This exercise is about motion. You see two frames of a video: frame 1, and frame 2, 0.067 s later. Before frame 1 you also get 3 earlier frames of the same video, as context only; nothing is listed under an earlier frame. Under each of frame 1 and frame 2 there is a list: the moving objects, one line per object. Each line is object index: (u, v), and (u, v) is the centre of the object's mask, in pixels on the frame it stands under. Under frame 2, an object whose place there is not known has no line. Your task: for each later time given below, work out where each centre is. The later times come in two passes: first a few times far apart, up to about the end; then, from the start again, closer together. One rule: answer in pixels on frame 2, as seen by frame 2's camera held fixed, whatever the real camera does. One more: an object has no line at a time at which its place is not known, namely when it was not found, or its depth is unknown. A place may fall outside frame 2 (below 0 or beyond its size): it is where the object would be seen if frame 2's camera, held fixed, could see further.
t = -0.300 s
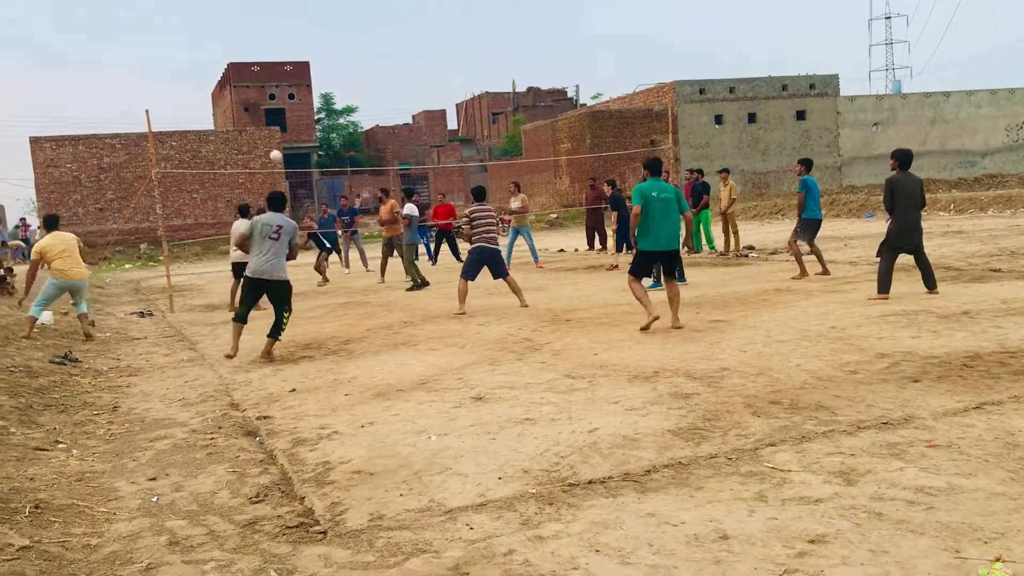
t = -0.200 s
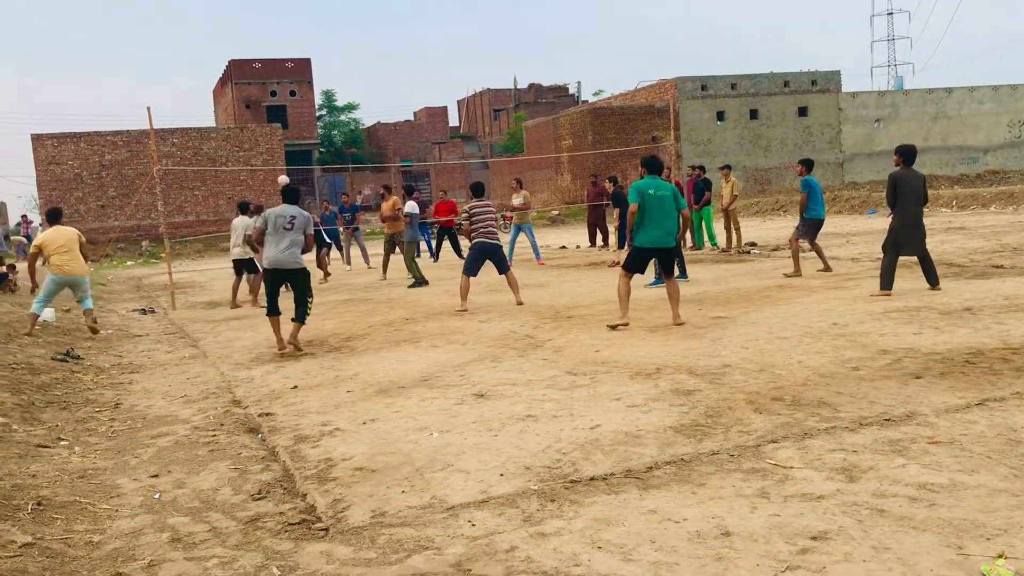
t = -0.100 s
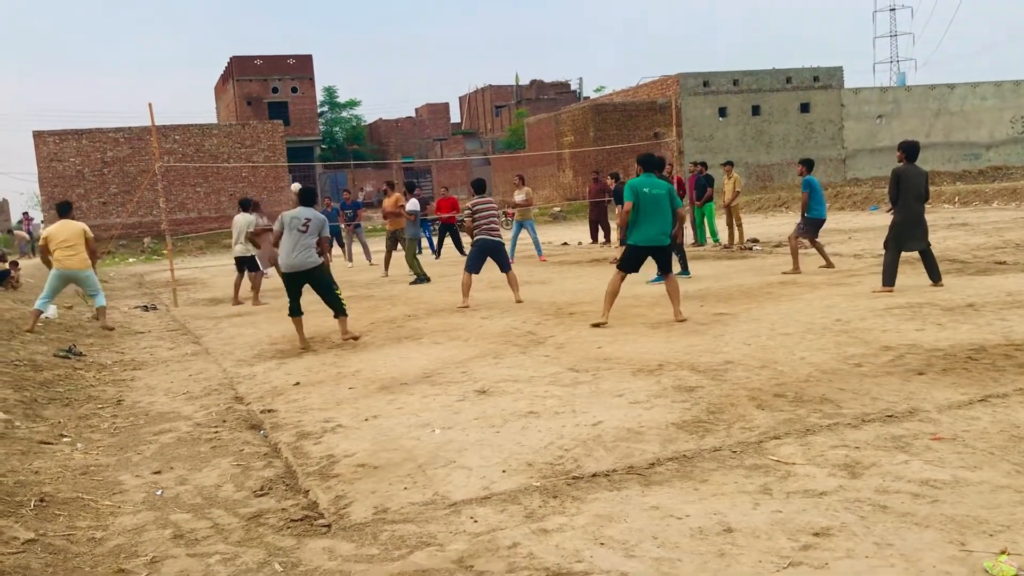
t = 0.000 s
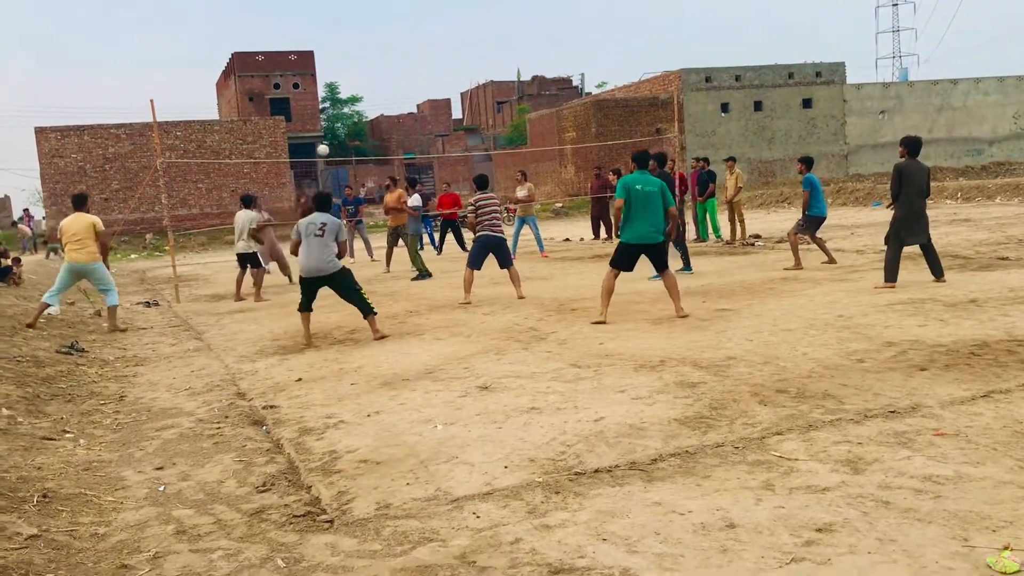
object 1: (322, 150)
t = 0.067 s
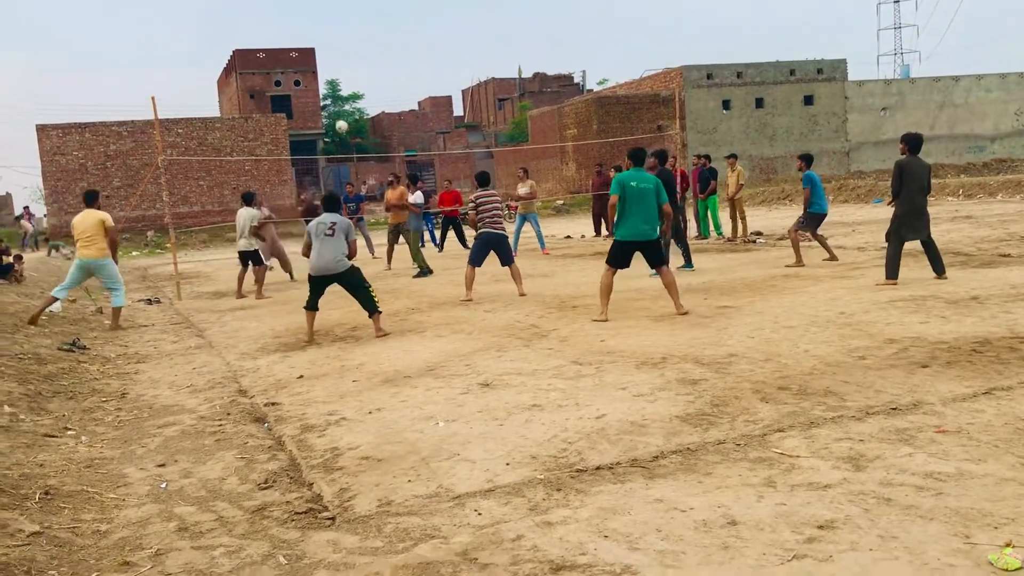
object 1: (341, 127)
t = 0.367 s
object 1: (430, 54)
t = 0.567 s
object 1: (498, 27)
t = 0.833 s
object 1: (602, 35)
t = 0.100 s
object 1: (351, 116)
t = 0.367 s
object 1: (430, 54)
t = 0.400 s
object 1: (441, 48)
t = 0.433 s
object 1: (452, 42)
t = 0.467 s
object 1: (463, 38)
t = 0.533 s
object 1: (486, 30)
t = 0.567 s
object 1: (498, 27)
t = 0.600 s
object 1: (511, 26)
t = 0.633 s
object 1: (523, 26)
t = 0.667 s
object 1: (536, 26)
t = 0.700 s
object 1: (549, 26)
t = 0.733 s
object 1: (562, 27)
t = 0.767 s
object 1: (575, 29)
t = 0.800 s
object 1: (588, 31)
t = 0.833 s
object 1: (602, 35)
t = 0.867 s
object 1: (617, 39)
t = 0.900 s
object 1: (631, 45)
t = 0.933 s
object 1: (646, 50)
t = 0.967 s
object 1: (661, 58)
